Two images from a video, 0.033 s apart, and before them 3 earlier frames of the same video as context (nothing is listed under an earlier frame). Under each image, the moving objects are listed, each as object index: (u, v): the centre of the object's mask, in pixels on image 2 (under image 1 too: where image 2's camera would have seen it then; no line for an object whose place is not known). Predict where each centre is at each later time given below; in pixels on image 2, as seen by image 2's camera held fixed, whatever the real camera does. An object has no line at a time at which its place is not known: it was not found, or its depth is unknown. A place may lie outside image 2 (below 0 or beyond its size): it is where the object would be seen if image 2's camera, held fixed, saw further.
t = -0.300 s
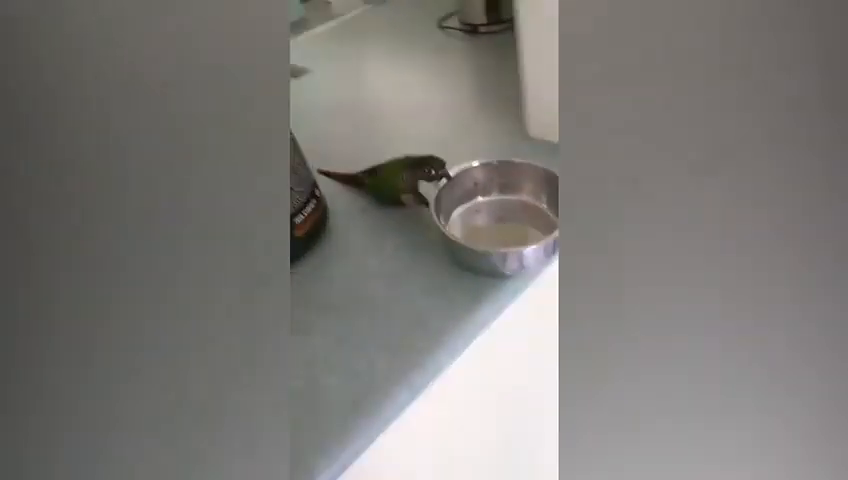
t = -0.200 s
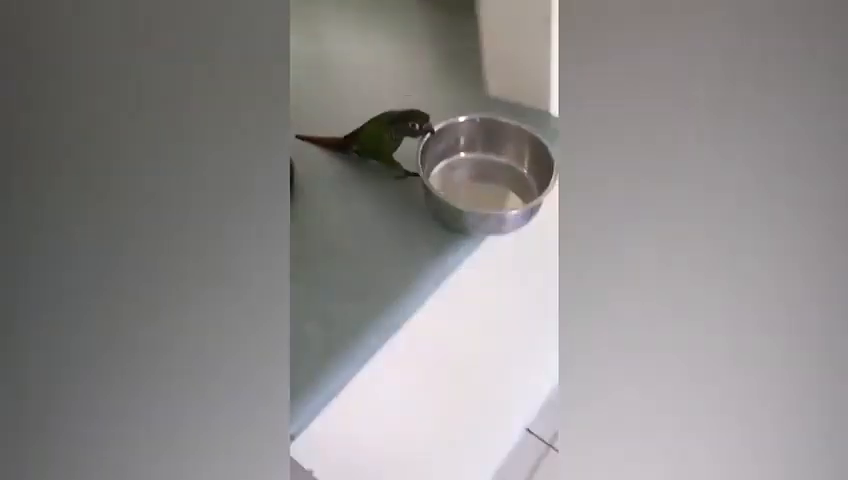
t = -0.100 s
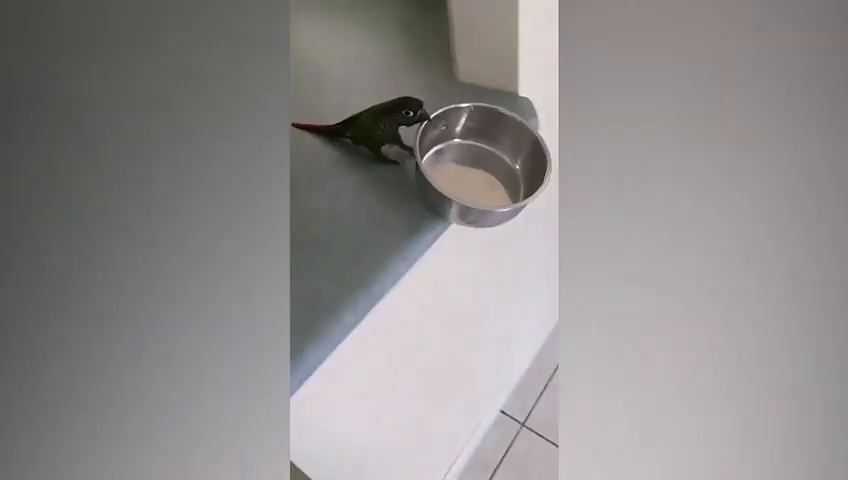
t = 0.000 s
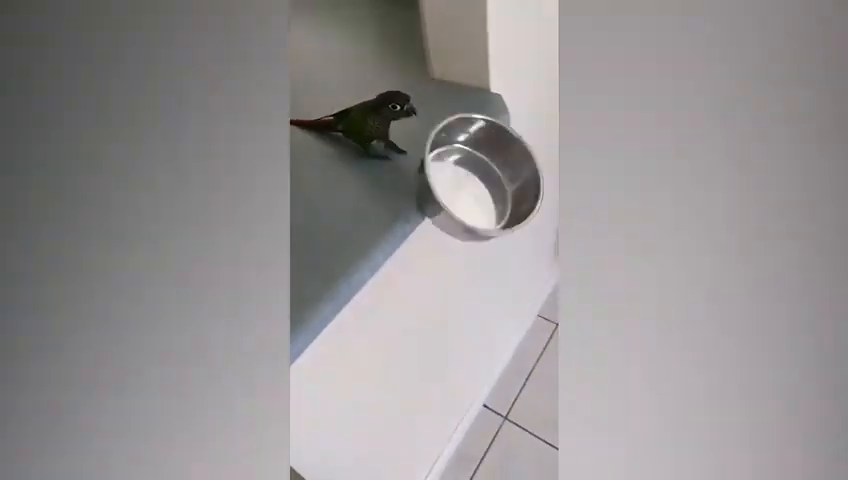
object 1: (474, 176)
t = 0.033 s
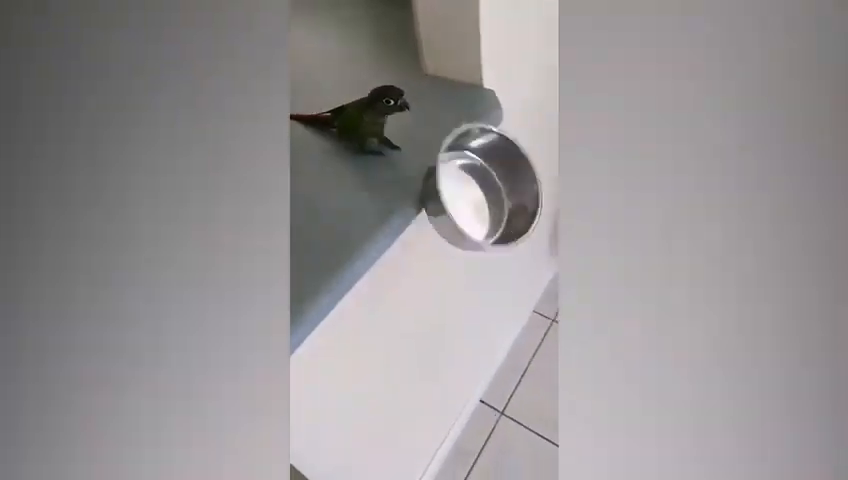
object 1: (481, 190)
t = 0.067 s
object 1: (489, 210)
